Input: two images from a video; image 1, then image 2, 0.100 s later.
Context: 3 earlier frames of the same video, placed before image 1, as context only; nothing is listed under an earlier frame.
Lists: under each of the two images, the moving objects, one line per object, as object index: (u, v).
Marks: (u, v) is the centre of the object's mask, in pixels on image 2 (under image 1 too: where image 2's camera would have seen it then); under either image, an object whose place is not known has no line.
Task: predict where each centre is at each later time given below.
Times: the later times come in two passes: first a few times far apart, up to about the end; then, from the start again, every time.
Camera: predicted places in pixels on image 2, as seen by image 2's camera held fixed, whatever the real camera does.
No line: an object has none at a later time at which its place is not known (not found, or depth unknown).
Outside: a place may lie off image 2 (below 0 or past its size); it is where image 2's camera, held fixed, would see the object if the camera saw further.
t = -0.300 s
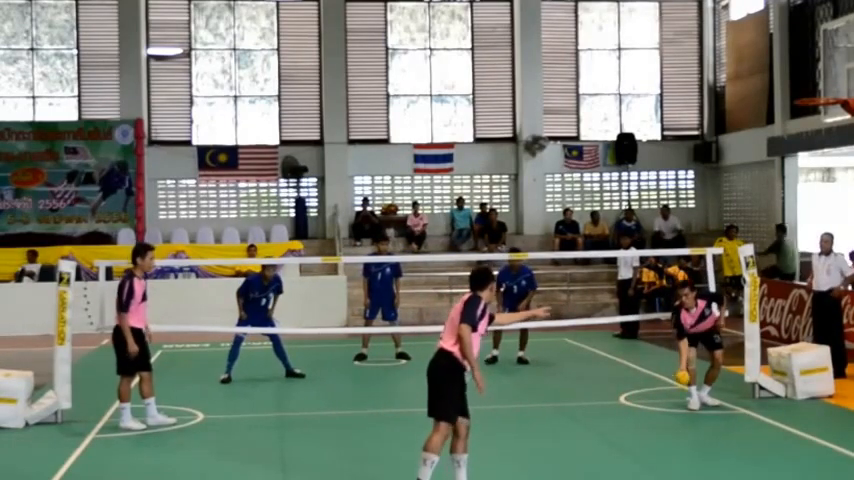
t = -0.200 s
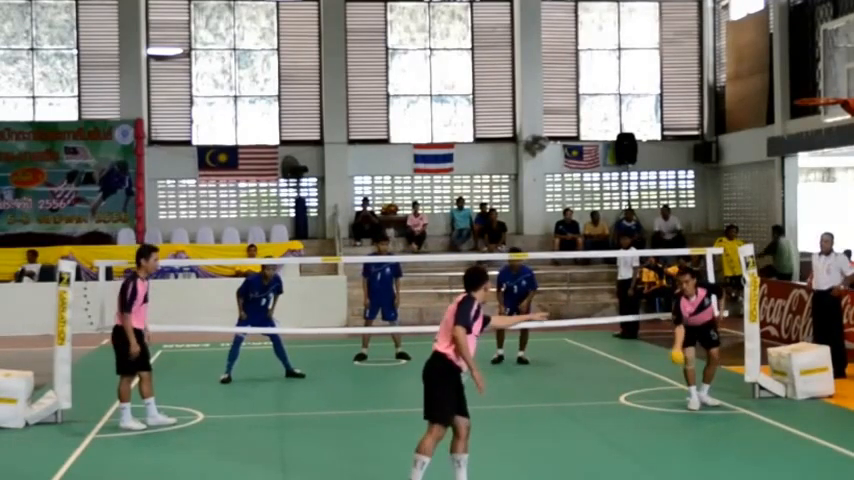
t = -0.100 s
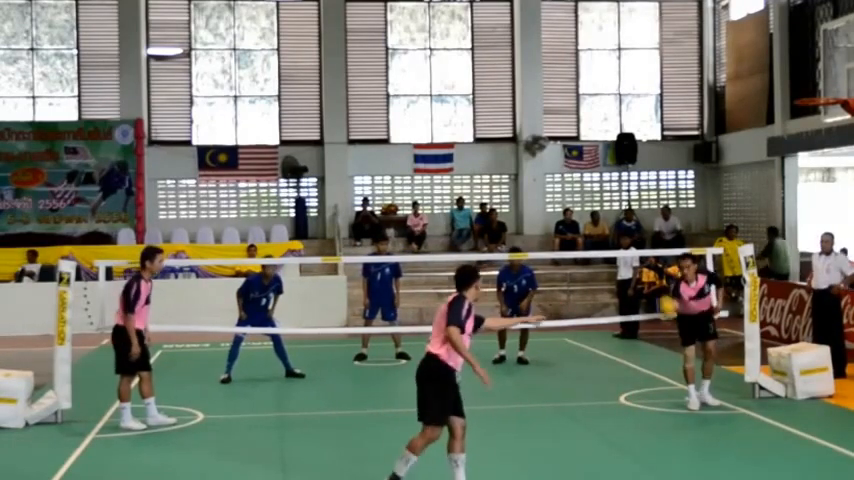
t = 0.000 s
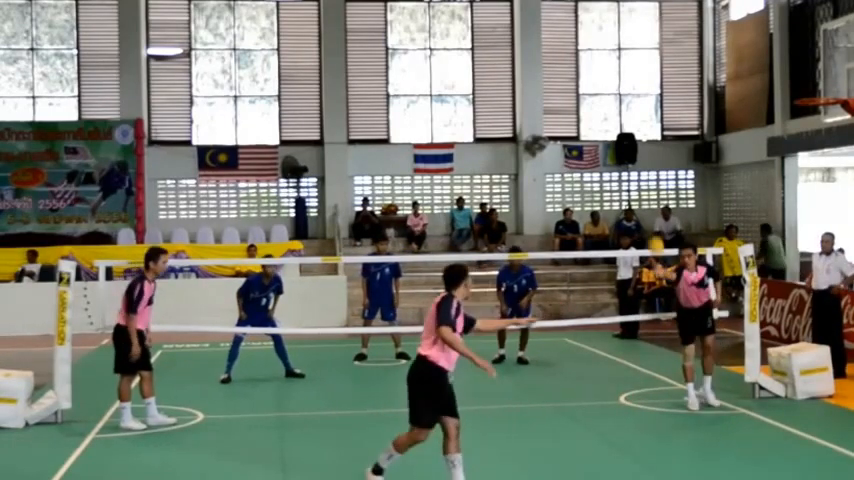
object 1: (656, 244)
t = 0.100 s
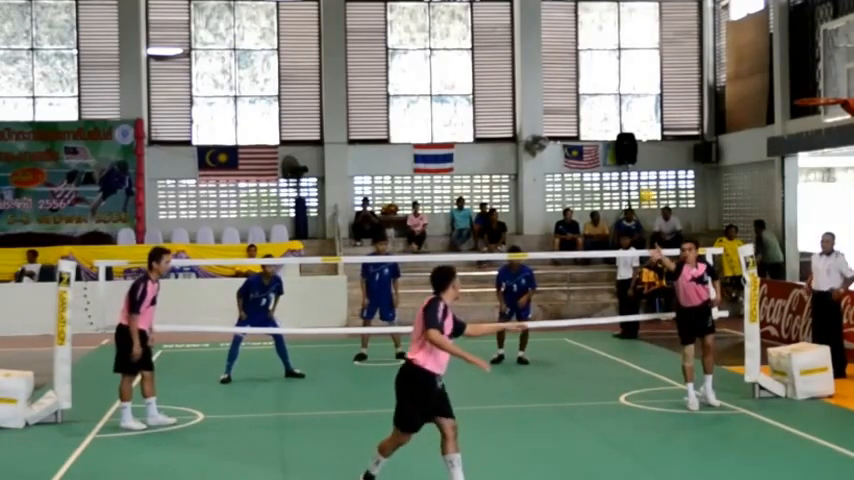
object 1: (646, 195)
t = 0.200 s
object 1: (635, 153)
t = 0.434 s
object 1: (611, 93)
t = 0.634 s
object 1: (586, 89)
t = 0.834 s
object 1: (561, 140)
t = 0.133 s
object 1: (643, 181)
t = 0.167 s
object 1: (639, 164)
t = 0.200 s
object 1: (635, 153)
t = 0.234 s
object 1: (632, 142)
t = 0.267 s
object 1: (629, 132)
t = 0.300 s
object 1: (625, 121)
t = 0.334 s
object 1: (621, 111)
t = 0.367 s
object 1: (618, 104)
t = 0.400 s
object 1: (615, 98)
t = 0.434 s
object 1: (611, 93)
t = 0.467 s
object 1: (607, 89)
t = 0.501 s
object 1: (602, 87)
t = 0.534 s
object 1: (598, 86)
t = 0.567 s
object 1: (595, 86)
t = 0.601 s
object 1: (591, 87)
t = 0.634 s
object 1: (586, 89)
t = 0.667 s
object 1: (582, 94)
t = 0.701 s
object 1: (577, 100)
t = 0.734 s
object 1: (574, 106)
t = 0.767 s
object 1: (569, 116)
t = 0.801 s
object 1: (565, 127)
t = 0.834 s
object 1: (561, 140)
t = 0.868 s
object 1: (557, 154)
